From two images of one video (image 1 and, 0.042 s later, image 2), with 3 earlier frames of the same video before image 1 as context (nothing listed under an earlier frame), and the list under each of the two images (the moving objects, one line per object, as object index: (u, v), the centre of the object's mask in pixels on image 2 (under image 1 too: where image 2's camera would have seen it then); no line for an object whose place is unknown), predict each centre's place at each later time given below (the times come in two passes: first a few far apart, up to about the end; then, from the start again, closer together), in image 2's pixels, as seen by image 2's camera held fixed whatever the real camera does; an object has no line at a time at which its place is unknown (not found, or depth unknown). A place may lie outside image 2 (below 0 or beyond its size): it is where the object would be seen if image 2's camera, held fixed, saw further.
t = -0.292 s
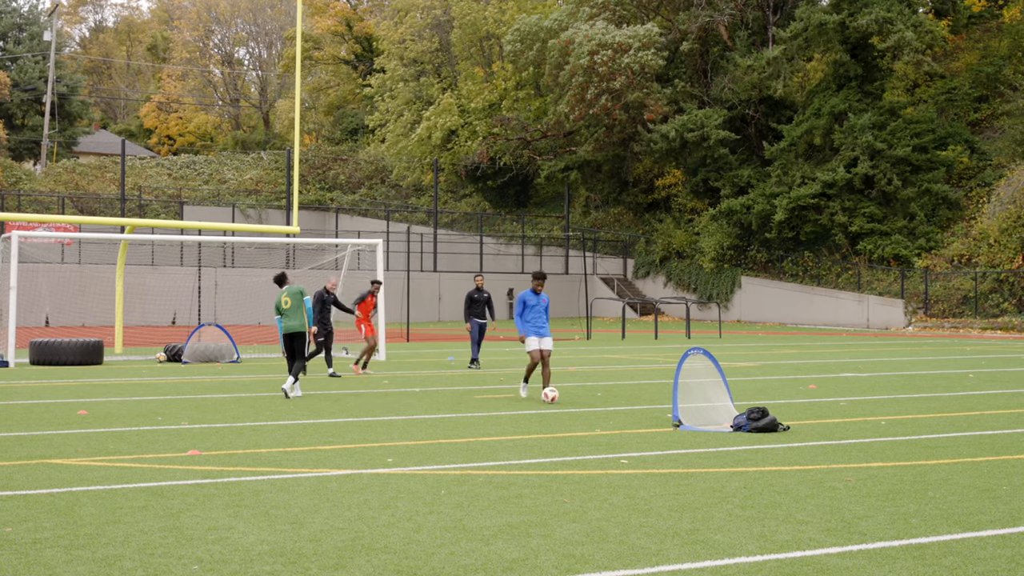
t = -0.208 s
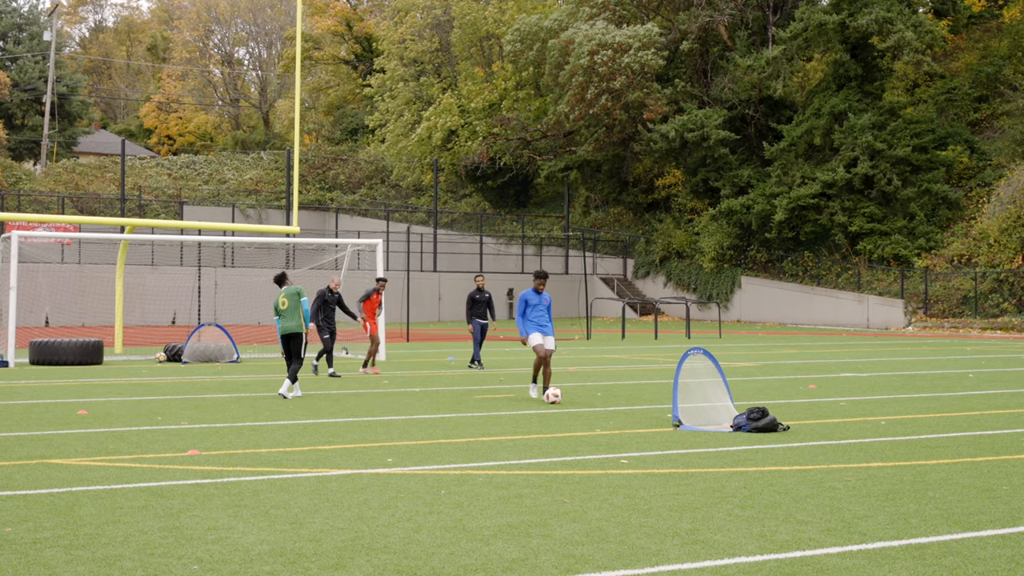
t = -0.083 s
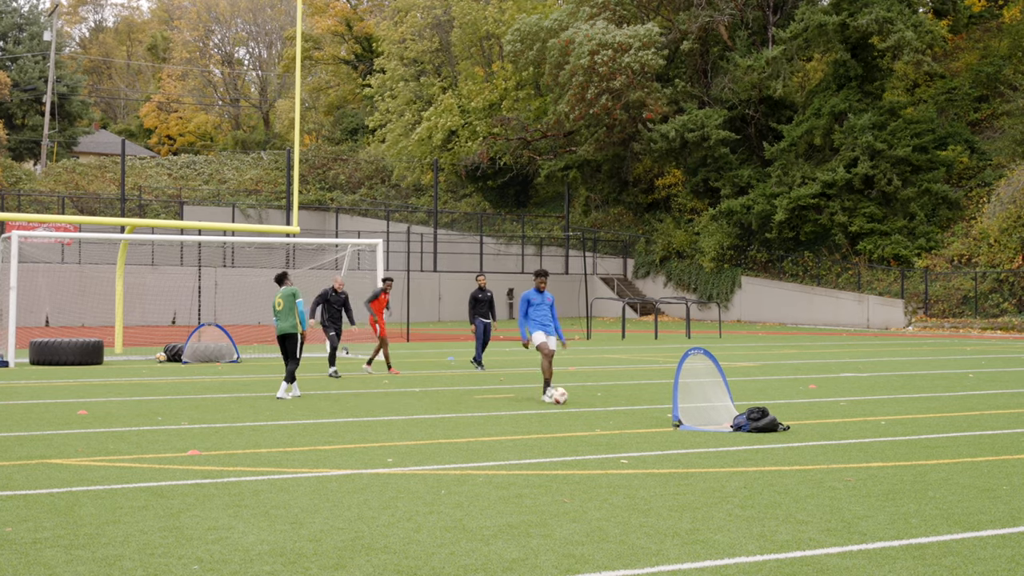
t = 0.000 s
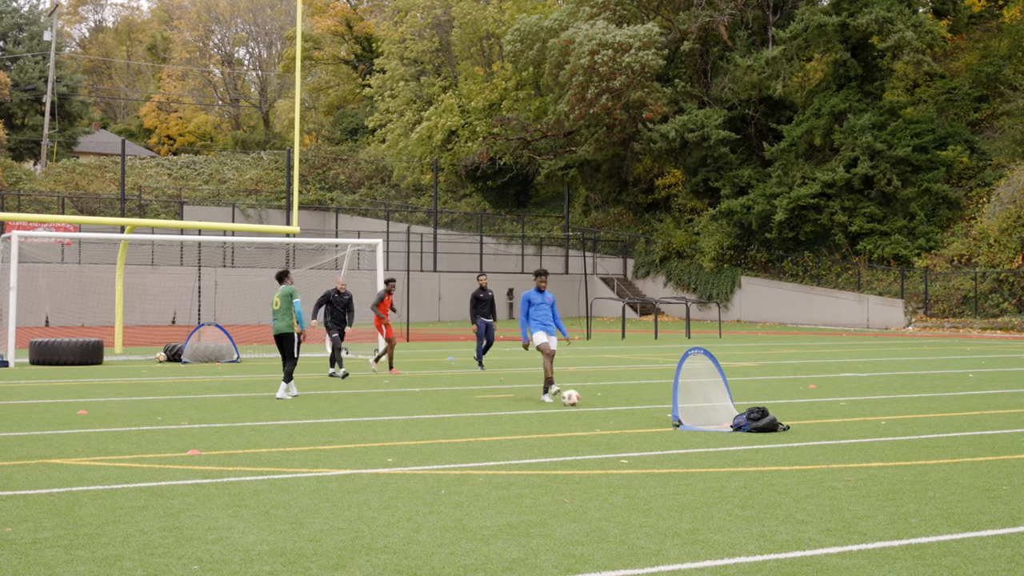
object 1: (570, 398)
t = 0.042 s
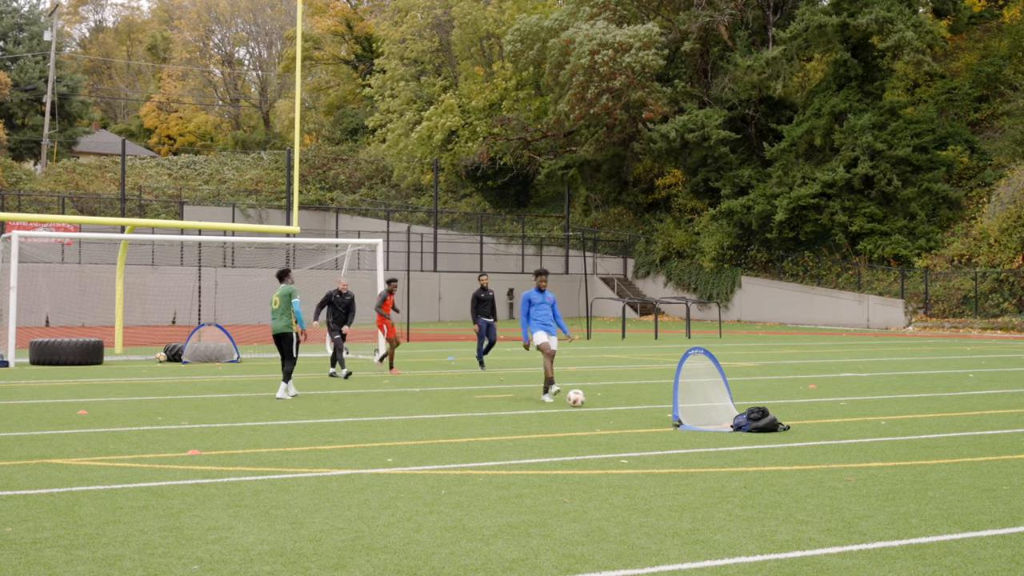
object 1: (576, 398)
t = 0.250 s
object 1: (600, 401)
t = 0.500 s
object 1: (627, 405)
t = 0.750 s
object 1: (653, 408)
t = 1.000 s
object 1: (683, 410)
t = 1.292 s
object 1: (708, 414)
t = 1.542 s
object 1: (726, 417)
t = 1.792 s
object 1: (720, 418)
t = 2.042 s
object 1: (718, 418)
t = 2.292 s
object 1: (719, 418)
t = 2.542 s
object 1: (718, 418)
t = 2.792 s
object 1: (718, 418)
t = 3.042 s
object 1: (718, 418)
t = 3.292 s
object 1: (718, 418)
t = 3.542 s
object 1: (719, 418)
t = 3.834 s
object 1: (719, 418)
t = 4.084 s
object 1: (719, 418)
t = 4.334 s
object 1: (719, 418)
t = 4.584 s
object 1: (719, 418)
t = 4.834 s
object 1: (719, 418)
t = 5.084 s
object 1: (719, 418)
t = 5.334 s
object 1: (719, 418)
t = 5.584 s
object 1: (719, 418)
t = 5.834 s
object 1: (719, 418)
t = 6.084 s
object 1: (719, 418)
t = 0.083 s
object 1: (581, 399)
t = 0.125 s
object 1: (586, 399)
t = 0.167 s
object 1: (591, 400)
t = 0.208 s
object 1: (596, 401)
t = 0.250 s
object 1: (600, 401)
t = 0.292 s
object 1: (604, 402)
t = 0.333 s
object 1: (609, 402)
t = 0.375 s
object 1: (613, 403)
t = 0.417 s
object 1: (617, 404)
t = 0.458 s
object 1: (622, 404)
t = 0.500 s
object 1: (627, 405)
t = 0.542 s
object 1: (631, 406)
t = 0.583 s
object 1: (635, 406)
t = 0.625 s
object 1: (640, 407)
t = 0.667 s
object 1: (644, 407)
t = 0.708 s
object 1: (649, 408)
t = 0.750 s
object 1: (653, 408)
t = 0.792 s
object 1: (657, 409)
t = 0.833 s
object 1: (662, 410)
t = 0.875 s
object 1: (665, 410)
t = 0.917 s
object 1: (667, 410)
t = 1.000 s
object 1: (683, 410)
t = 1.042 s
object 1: (685, 412)
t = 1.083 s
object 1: (688, 413)
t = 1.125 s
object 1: (691, 414)
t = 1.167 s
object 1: (696, 414)
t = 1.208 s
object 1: (700, 414)
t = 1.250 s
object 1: (705, 414)
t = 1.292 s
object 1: (708, 414)
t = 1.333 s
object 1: (712, 415)
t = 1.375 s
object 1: (716, 415)
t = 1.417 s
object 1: (720, 416)
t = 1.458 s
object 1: (725, 417)
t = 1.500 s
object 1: (727, 417)
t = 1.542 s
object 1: (726, 417)
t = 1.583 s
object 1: (725, 417)
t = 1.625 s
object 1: (724, 418)
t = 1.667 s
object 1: (723, 418)
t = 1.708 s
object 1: (722, 418)
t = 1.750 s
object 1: (721, 418)
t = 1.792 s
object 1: (720, 418)
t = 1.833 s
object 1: (720, 418)
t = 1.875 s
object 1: (720, 418)
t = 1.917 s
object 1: (719, 418)
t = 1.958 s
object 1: (718, 418)
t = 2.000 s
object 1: (718, 418)
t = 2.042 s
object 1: (718, 418)
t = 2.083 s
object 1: (718, 418)
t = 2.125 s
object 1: (718, 418)
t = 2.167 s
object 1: (719, 418)
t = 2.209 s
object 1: (719, 418)
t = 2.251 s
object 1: (718, 418)
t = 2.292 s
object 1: (719, 418)
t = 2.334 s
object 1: (719, 418)
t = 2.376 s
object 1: (718, 418)
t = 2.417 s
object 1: (718, 418)
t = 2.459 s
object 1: (718, 418)
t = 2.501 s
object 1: (718, 418)
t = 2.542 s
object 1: (718, 418)
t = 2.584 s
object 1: (718, 418)
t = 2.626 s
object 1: (718, 418)
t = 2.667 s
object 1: (718, 418)
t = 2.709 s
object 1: (719, 418)
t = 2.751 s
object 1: (718, 418)
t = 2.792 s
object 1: (718, 418)
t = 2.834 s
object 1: (718, 418)
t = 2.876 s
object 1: (718, 418)
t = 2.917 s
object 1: (718, 418)
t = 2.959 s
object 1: (718, 418)
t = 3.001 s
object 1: (718, 418)
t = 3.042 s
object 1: (718, 418)
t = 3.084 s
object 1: (718, 418)
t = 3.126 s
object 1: (718, 418)
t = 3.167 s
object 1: (718, 418)
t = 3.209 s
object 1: (718, 418)
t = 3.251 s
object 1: (718, 418)
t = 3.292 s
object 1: (718, 418)
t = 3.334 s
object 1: (719, 418)
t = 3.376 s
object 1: (719, 418)
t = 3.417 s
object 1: (719, 418)
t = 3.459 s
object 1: (719, 418)
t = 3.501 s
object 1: (719, 418)
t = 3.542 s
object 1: (719, 418)
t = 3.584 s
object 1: (719, 418)
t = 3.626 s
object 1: (719, 418)
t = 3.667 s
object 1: (719, 418)
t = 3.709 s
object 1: (719, 418)
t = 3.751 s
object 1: (719, 418)
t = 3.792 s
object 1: (719, 418)
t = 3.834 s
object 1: (719, 418)
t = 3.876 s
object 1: (719, 418)
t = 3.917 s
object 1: (719, 418)
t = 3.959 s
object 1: (719, 418)
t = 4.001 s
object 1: (719, 418)
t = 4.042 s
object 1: (719, 418)
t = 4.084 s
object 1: (719, 418)
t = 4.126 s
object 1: (719, 418)
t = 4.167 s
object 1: (719, 418)
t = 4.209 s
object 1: (719, 418)
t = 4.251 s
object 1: (719, 418)
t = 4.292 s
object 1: (719, 418)
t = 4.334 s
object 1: (719, 418)
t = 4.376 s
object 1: (719, 418)
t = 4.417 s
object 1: (719, 418)
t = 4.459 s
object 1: (719, 418)
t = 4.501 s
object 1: (719, 418)
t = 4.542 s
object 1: (719, 418)
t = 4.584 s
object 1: (719, 418)
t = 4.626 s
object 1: (719, 418)
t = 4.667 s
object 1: (719, 418)
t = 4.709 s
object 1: (719, 418)
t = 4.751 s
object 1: (719, 418)
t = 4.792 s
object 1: (719, 418)
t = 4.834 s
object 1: (719, 418)
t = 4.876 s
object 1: (719, 418)
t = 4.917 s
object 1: (719, 418)
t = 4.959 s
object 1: (719, 418)
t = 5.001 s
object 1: (719, 418)
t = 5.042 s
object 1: (719, 418)
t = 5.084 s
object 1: (719, 418)
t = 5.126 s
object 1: (719, 418)
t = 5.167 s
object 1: (719, 418)
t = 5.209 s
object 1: (719, 418)
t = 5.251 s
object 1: (719, 418)
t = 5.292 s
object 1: (719, 418)
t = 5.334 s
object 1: (719, 418)
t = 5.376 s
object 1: (719, 418)
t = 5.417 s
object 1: (719, 418)
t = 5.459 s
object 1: (719, 418)
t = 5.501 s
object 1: (719, 418)
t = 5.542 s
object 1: (719, 418)
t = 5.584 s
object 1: (719, 418)
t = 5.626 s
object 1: (719, 418)
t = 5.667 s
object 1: (719, 418)
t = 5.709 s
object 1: (719, 418)
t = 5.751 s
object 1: (719, 418)
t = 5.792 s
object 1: (719, 418)
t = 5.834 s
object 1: (719, 418)
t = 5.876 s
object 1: (719, 418)
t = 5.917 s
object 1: (719, 418)
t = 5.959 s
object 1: (719, 419)
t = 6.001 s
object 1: (719, 418)
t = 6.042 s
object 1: (719, 418)
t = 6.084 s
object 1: (719, 418)
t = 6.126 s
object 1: (719, 418)
